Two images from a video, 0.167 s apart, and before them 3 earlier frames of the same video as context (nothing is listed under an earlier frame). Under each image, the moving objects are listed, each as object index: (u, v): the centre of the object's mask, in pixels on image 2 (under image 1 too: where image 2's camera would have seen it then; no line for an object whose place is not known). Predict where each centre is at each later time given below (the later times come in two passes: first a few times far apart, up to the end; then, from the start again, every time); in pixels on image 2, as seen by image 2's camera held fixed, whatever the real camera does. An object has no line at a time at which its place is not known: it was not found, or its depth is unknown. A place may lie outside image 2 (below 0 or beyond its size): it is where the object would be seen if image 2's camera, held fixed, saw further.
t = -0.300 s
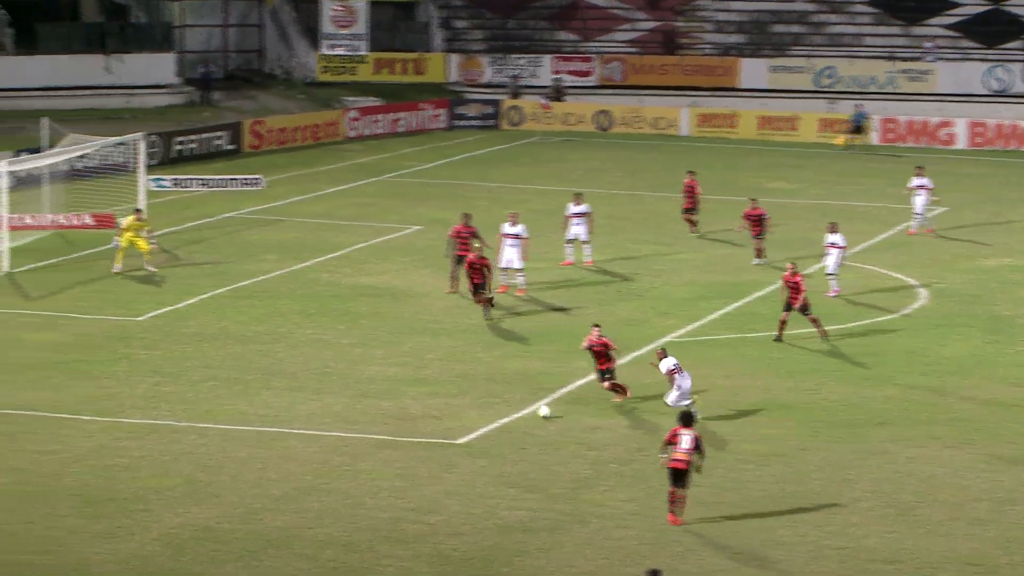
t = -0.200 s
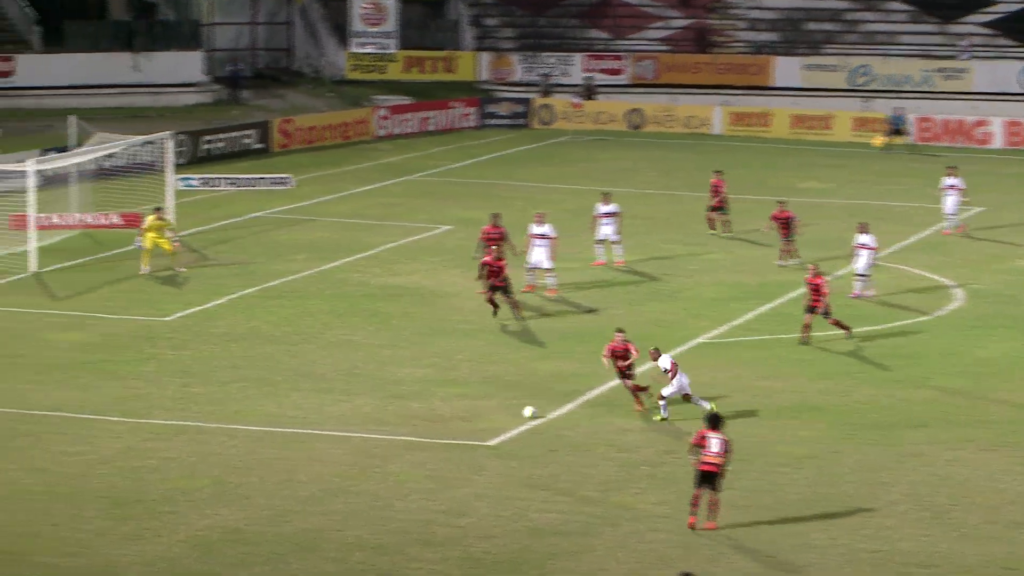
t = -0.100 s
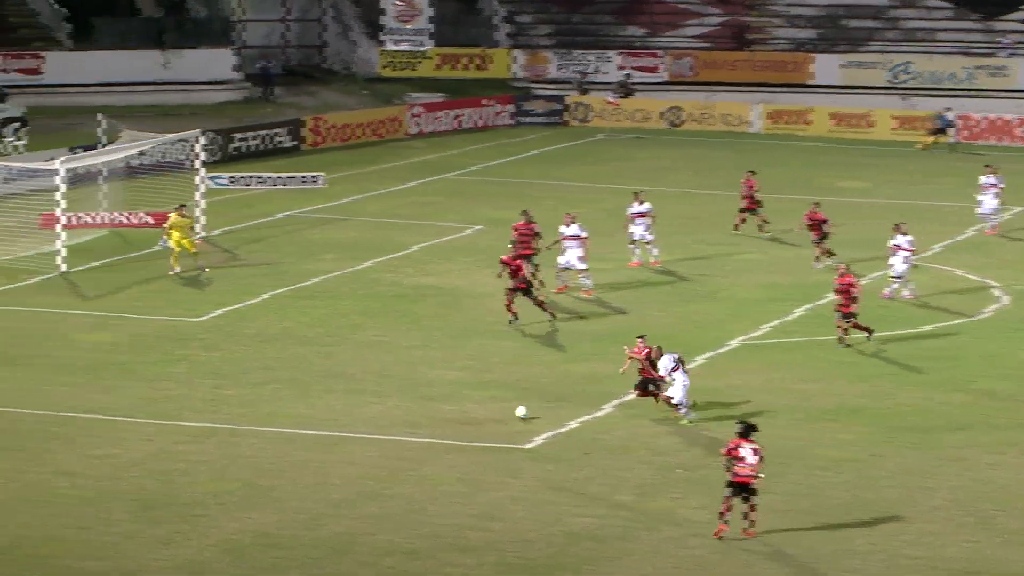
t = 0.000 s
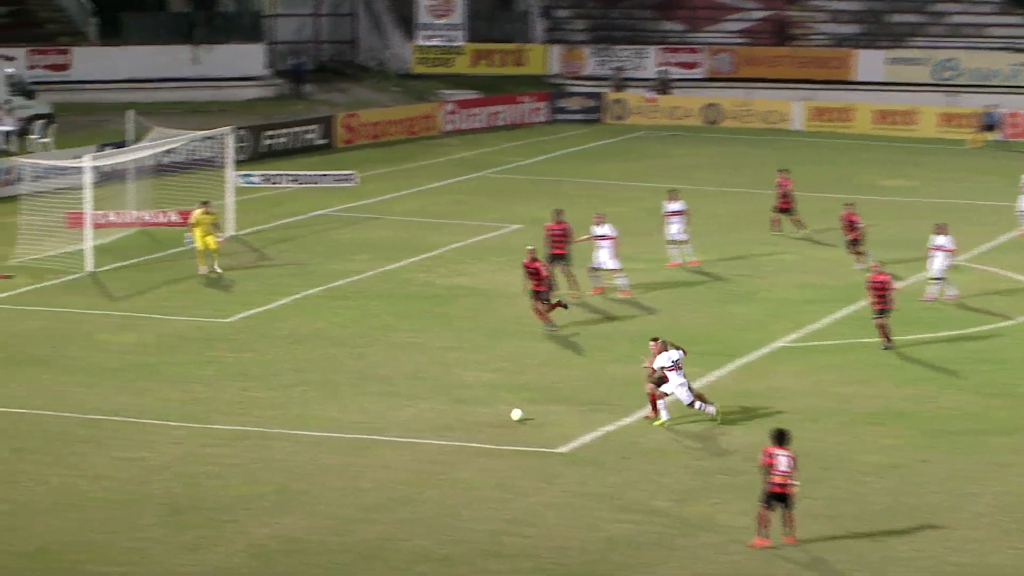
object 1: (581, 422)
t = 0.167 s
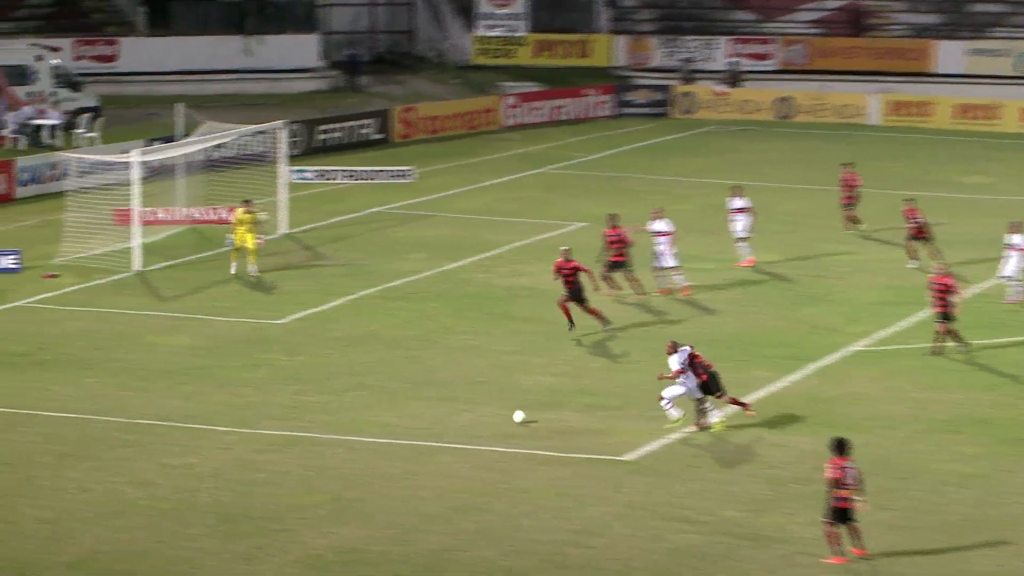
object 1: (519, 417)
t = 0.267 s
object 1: (485, 414)
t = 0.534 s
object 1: (403, 408)
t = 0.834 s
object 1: (316, 403)
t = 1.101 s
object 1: (244, 398)
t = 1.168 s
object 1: (227, 398)
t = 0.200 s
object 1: (508, 416)
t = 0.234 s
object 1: (496, 414)
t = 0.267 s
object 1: (485, 414)
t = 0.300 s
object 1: (475, 413)
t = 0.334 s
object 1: (464, 412)
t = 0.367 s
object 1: (453, 411)
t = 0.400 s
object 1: (443, 411)
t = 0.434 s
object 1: (432, 409)
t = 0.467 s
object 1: (422, 409)
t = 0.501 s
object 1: (413, 409)
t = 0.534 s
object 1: (403, 408)
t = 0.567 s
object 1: (393, 407)
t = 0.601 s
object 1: (383, 406)
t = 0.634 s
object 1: (373, 406)
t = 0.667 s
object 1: (363, 405)
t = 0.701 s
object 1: (353, 405)
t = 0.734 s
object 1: (344, 404)
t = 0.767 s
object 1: (335, 403)
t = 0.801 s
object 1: (325, 403)
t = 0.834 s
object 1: (316, 403)
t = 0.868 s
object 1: (307, 402)
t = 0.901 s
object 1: (297, 401)
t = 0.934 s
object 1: (288, 400)
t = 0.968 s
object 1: (280, 401)
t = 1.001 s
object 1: (271, 400)
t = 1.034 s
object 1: (262, 399)
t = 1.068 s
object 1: (253, 399)
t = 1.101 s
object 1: (244, 398)
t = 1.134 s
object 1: (235, 398)
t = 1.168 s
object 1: (227, 398)
